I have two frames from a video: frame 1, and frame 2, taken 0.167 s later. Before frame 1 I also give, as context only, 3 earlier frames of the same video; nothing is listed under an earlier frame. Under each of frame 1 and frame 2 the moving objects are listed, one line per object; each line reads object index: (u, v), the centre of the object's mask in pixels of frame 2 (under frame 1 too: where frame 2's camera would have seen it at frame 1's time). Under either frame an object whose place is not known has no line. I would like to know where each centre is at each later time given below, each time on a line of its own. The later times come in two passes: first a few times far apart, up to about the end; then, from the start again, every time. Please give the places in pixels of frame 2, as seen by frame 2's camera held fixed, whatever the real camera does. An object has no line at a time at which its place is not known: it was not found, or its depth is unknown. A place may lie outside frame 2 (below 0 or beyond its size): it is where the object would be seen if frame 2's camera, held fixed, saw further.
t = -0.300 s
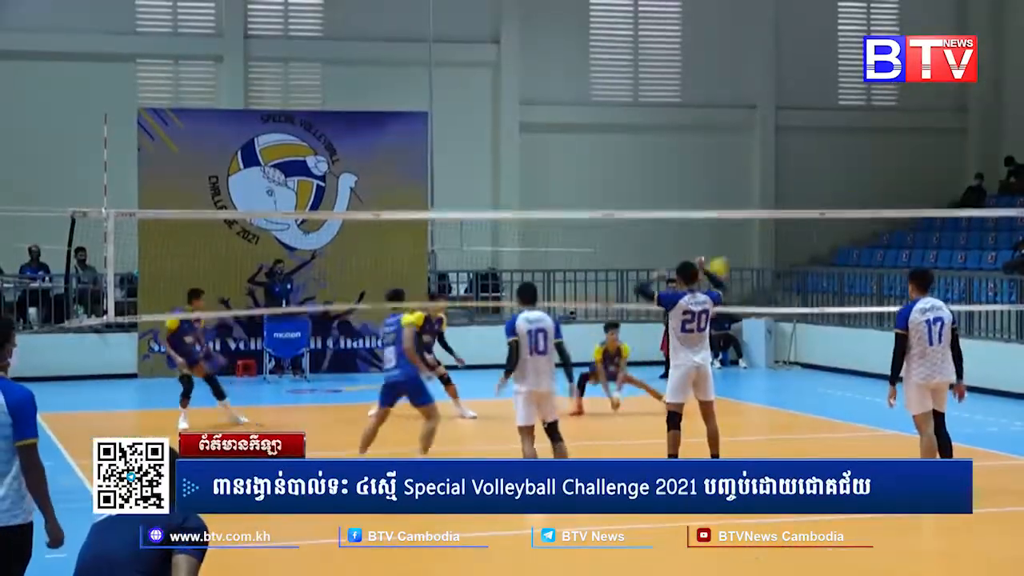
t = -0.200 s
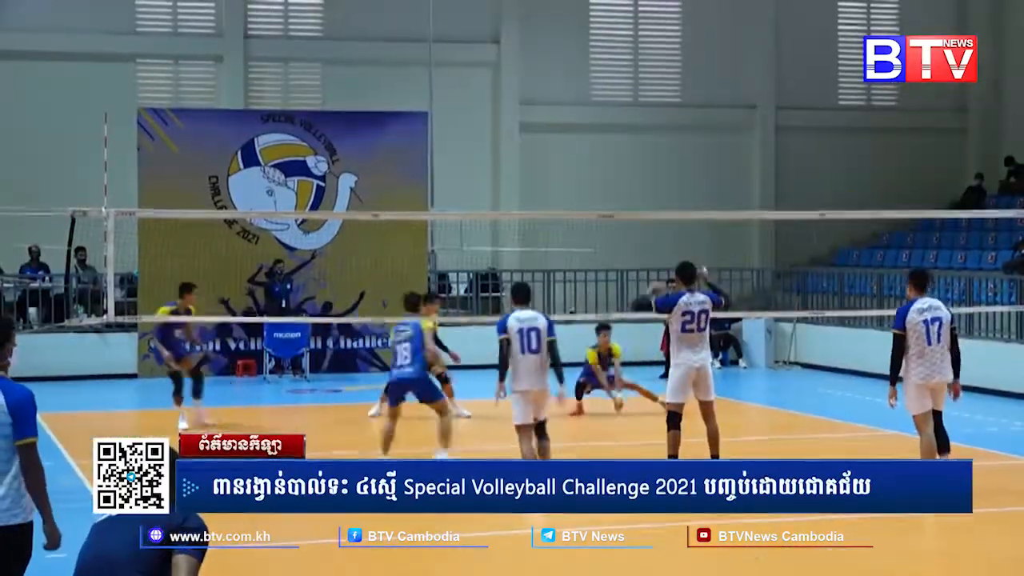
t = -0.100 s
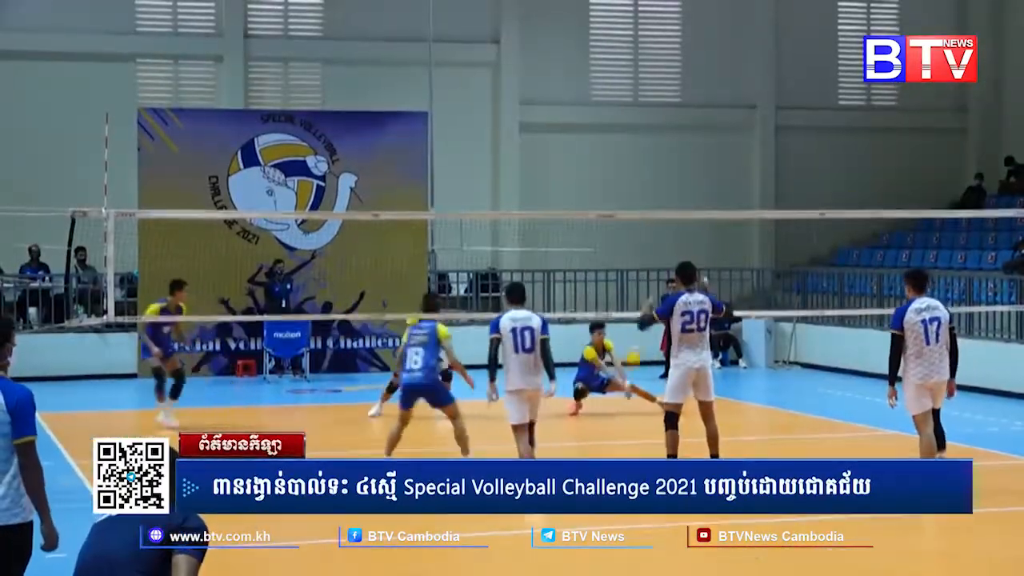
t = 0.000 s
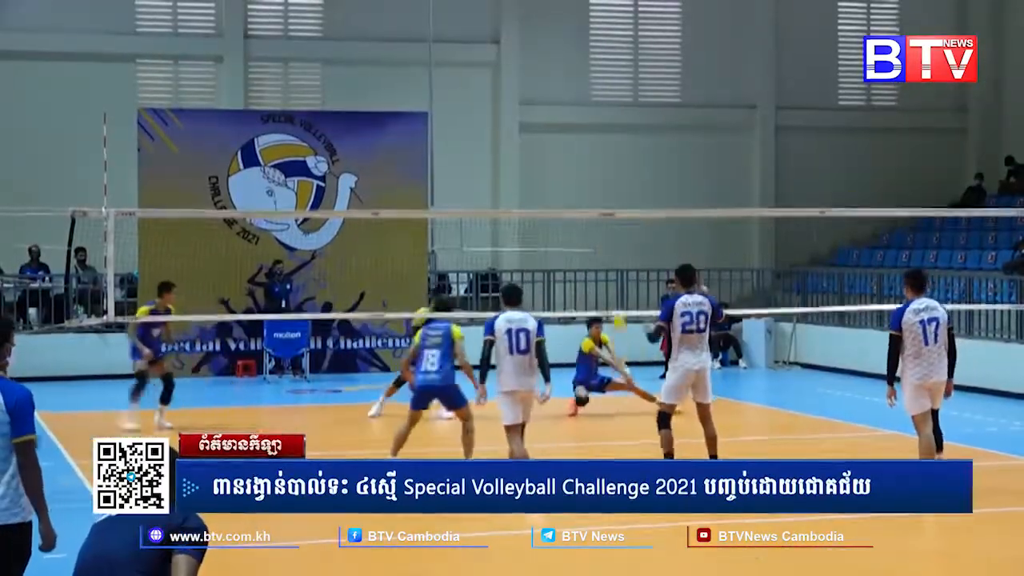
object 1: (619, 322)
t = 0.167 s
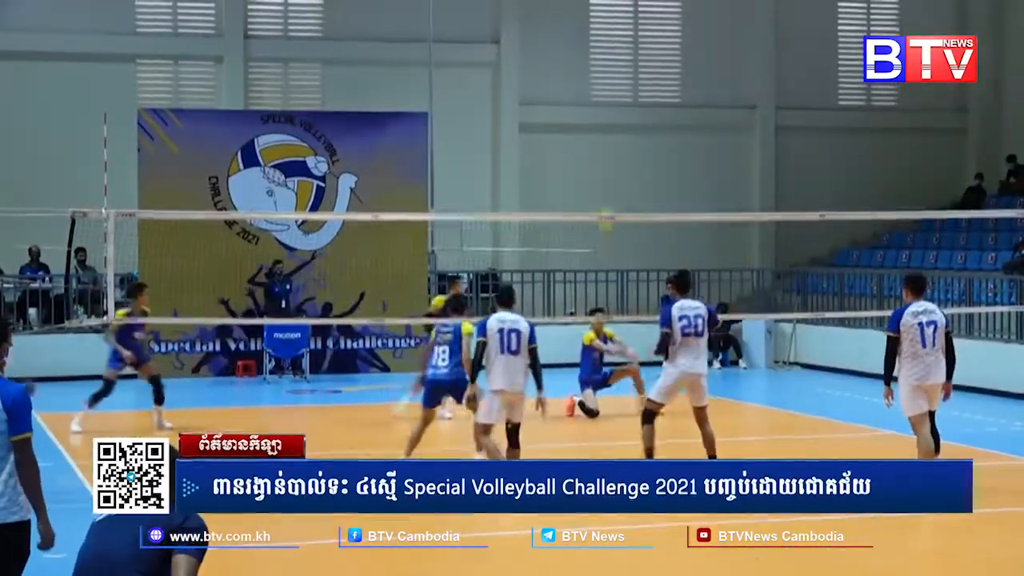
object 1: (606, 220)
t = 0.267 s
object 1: (595, 167)
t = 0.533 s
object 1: (564, 58)
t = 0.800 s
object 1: (533, 14)
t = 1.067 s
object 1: (501, 26)
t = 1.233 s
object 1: (478, 70)
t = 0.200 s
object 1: (601, 200)
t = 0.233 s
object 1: (597, 177)
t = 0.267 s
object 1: (595, 167)
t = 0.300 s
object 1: (590, 150)
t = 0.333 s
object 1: (586, 128)
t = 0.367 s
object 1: (584, 124)
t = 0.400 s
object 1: (580, 106)
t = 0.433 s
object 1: (575, 90)
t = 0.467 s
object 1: (572, 87)
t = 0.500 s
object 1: (568, 71)
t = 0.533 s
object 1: (564, 58)
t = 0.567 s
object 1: (562, 54)
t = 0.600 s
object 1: (556, 43)
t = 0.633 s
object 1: (551, 35)
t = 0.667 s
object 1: (549, 30)
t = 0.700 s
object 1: (546, 25)
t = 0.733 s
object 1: (539, 18)
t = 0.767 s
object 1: (538, 16)
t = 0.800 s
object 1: (533, 14)
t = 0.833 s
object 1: (528, 13)
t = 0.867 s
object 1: (526, 11)
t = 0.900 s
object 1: (521, 12)
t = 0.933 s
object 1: (515, 14)
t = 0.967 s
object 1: (514, 14)
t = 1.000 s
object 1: (508, 18)
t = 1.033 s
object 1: (503, 23)
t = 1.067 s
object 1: (501, 26)
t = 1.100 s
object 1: (496, 34)
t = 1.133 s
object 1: (490, 42)
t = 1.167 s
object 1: (488, 47)
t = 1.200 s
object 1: (484, 58)
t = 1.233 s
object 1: (478, 70)
